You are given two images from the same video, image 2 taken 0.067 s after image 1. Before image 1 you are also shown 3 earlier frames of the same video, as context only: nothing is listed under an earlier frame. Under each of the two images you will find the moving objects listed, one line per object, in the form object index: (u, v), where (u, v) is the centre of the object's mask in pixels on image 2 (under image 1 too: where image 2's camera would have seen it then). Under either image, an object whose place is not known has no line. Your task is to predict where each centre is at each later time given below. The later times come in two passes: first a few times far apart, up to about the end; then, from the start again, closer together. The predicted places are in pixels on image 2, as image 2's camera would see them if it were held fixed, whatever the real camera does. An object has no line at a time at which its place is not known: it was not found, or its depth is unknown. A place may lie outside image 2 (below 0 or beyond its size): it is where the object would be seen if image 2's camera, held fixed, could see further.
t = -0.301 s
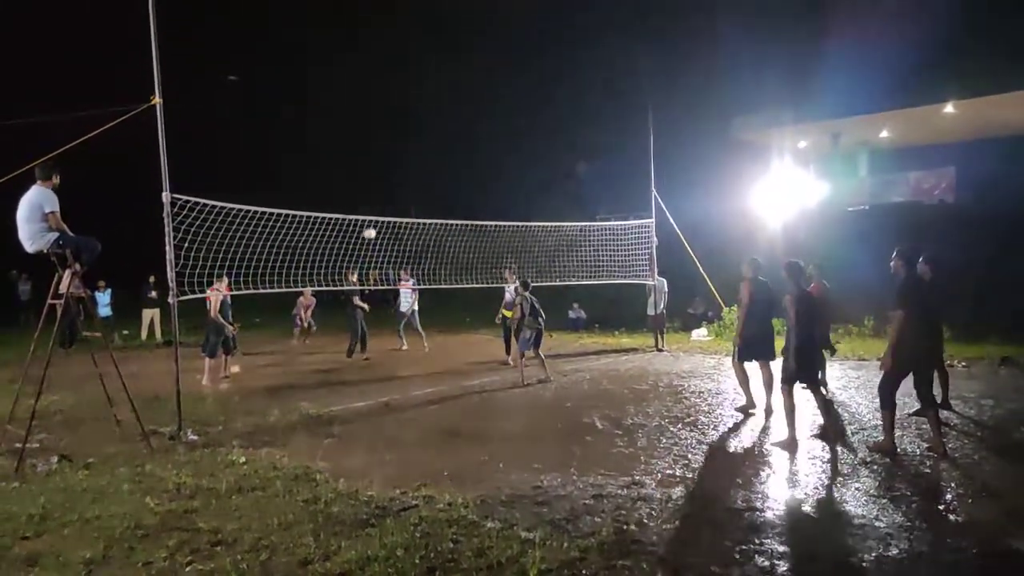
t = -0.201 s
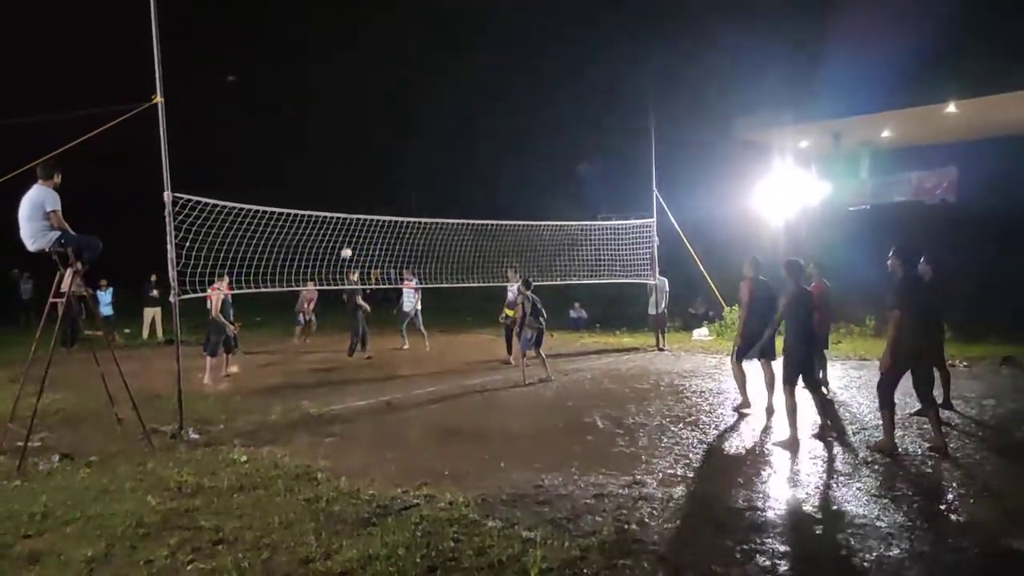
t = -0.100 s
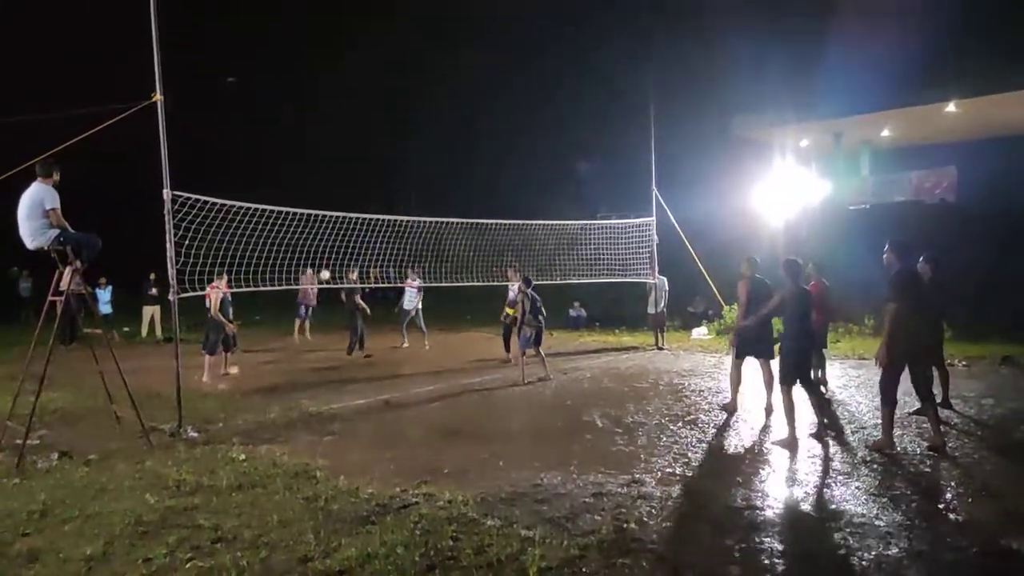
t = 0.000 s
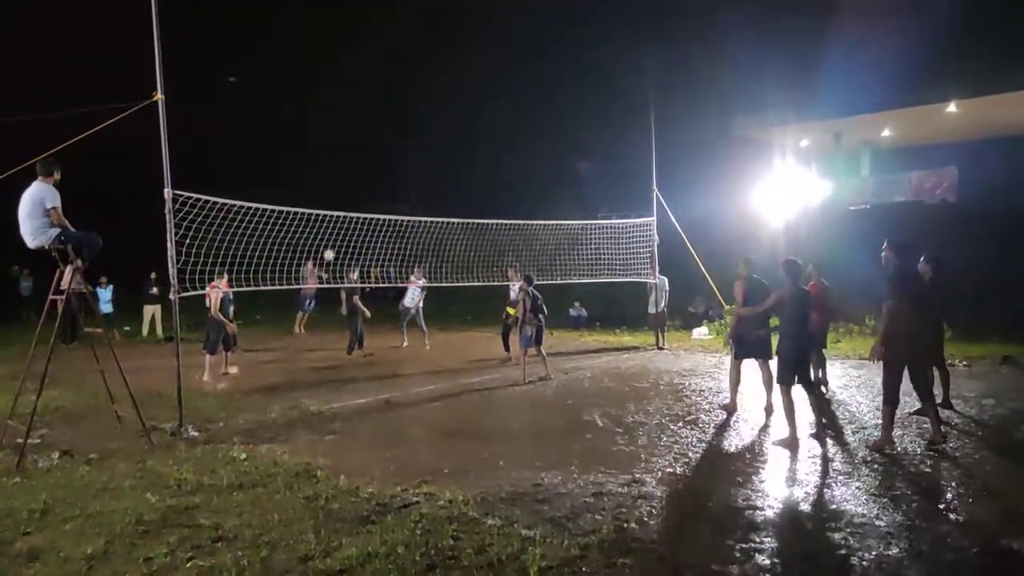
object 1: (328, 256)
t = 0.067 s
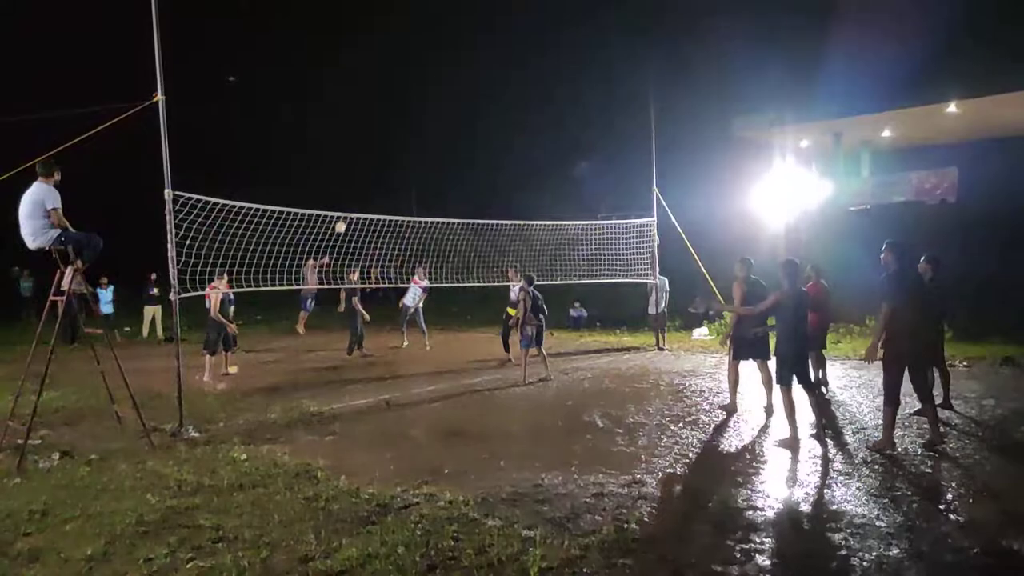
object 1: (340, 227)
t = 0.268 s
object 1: (376, 150)
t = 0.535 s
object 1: (432, 65)
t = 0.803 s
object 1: (492, 17)
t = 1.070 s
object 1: (557, 7)
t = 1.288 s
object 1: (615, 31)
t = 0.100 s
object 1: (346, 212)
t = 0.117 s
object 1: (349, 206)
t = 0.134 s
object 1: (352, 199)
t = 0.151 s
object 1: (355, 193)
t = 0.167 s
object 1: (358, 187)
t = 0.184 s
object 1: (361, 180)
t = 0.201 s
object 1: (364, 174)
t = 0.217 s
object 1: (367, 168)
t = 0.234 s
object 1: (370, 162)
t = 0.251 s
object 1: (373, 156)
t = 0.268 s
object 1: (376, 150)
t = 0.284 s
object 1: (379, 144)
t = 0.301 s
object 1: (382, 139)
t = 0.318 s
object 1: (389, 127)
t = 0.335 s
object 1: (392, 122)
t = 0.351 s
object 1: (395, 116)
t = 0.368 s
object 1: (399, 111)
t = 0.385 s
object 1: (402, 106)
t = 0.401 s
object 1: (405, 101)
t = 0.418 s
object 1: (408, 96)
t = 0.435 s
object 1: (412, 91)
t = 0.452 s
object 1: (415, 87)
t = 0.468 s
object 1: (418, 82)
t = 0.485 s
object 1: (422, 78)
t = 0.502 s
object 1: (425, 73)
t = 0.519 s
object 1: (429, 69)
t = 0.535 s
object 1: (432, 65)
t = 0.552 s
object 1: (436, 61)
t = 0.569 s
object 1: (439, 57)
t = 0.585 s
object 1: (443, 53)
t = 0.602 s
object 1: (446, 50)
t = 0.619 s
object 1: (450, 47)
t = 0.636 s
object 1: (454, 43)
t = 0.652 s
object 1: (457, 40)
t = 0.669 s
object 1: (461, 37)
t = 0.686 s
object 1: (465, 34)
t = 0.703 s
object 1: (468, 31)
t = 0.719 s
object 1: (472, 29)
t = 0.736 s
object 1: (476, 26)
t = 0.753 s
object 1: (480, 23)
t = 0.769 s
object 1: (484, 21)
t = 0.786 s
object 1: (488, 19)
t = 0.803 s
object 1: (492, 17)
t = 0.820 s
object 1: (495, 15)
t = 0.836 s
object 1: (500, 13)
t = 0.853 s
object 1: (503, 12)
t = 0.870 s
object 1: (507, 10)
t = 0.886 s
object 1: (511, 9)
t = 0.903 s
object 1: (515, 8)
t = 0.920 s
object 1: (519, 7)
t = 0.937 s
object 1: (524, 6)
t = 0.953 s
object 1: (528, 6)
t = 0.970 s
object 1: (532, 5)
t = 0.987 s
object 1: (536, 5)
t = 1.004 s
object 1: (540, 5)
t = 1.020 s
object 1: (544, 5)
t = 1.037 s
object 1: (549, 6)
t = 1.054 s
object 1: (553, 6)
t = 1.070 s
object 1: (557, 7)
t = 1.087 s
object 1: (562, 8)
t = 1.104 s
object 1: (566, 8)
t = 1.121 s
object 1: (570, 10)
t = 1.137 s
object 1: (575, 11)
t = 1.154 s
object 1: (579, 12)
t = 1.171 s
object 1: (583, 14)
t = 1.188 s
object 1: (588, 16)
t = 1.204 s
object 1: (592, 18)
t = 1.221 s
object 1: (597, 20)
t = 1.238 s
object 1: (601, 23)
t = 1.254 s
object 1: (606, 25)
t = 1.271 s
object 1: (611, 28)
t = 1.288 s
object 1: (615, 31)
